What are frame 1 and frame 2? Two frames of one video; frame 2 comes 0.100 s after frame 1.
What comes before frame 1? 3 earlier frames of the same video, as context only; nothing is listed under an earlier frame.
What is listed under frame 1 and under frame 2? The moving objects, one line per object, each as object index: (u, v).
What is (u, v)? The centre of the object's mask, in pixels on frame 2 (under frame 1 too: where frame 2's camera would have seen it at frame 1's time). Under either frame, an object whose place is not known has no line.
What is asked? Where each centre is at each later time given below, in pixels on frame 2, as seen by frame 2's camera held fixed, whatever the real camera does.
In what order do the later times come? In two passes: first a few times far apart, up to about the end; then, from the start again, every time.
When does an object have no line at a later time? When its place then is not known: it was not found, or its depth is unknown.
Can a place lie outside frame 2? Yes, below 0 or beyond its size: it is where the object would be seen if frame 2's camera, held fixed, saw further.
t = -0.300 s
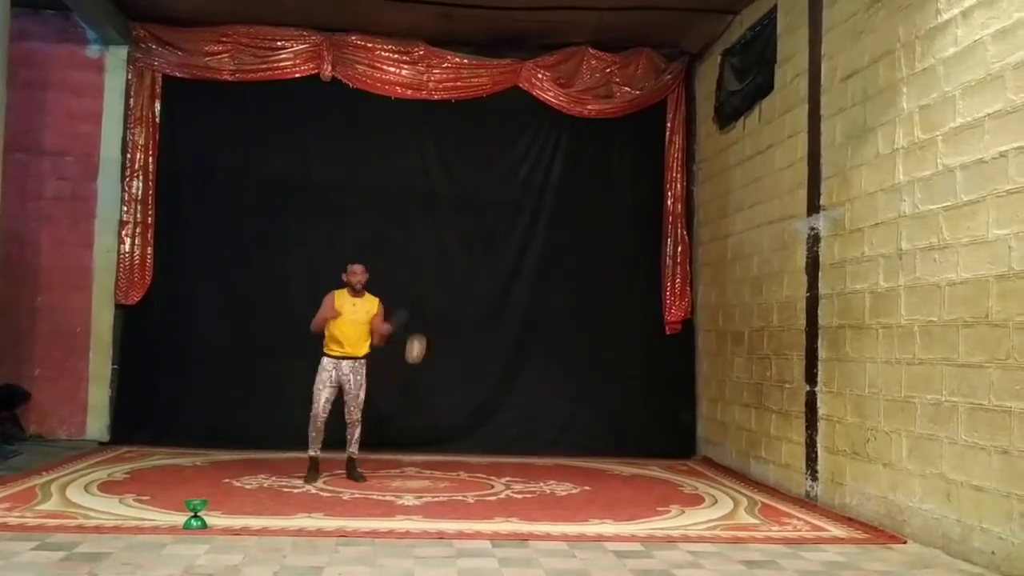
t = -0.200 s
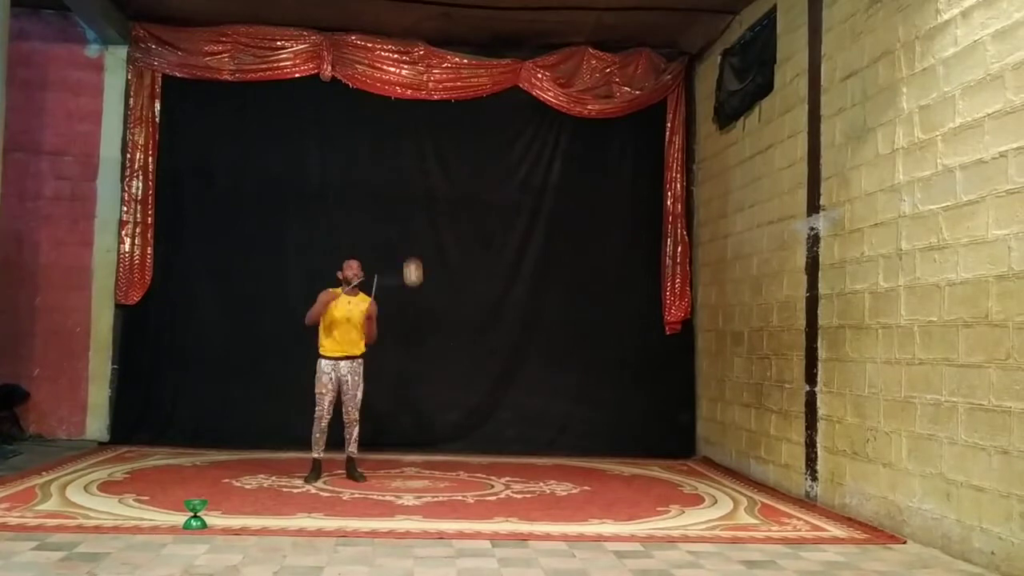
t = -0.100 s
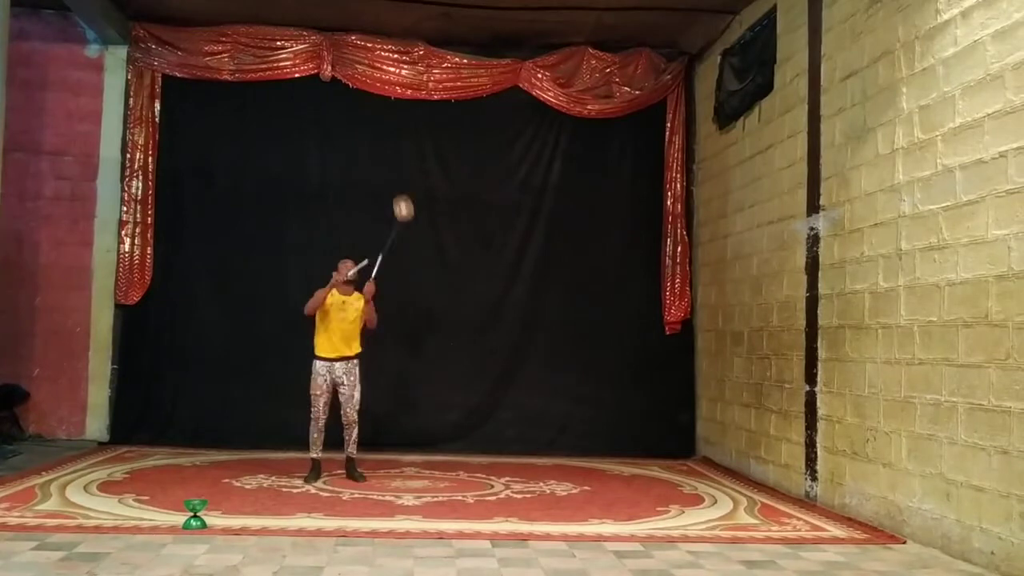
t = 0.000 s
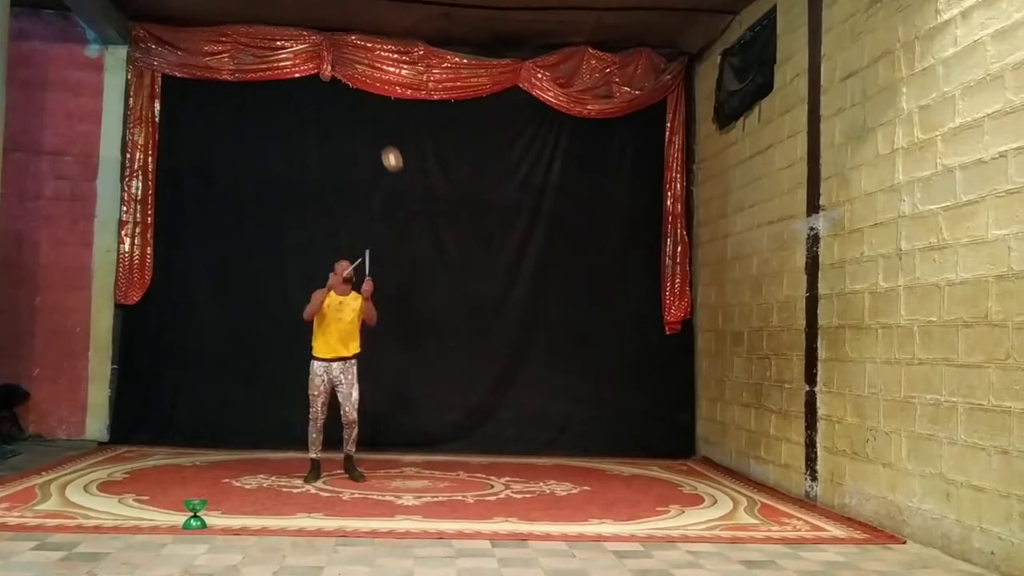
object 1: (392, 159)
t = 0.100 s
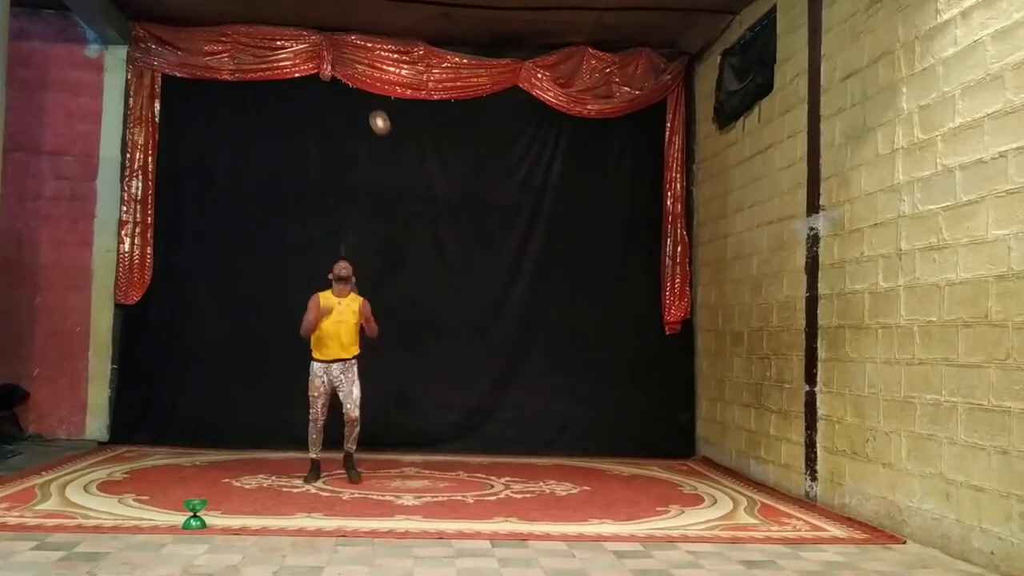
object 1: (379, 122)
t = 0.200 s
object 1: (367, 100)
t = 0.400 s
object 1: (339, 93)
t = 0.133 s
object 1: (376, 113)
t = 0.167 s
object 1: (371, 106)
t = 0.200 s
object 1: (367, 100)
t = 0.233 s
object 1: (362, 96)
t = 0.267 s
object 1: (358, 92)
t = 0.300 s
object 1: (353, 91)
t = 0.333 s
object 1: (348, 91)
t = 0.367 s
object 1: (344, 90)
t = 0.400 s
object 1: (339, 93)
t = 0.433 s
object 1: (334, 97)
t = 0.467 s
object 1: (328, 103)
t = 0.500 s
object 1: (324, 110)
